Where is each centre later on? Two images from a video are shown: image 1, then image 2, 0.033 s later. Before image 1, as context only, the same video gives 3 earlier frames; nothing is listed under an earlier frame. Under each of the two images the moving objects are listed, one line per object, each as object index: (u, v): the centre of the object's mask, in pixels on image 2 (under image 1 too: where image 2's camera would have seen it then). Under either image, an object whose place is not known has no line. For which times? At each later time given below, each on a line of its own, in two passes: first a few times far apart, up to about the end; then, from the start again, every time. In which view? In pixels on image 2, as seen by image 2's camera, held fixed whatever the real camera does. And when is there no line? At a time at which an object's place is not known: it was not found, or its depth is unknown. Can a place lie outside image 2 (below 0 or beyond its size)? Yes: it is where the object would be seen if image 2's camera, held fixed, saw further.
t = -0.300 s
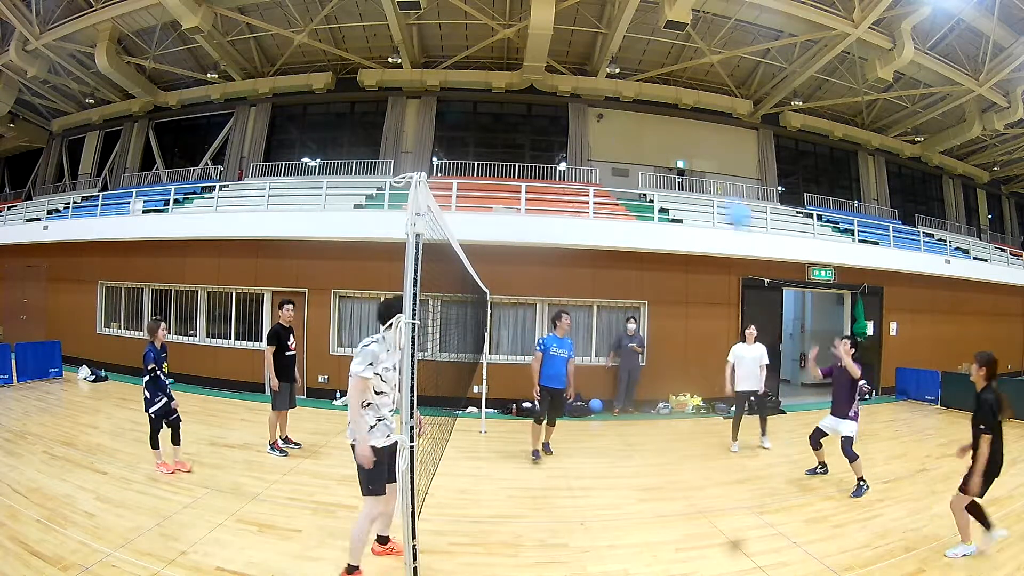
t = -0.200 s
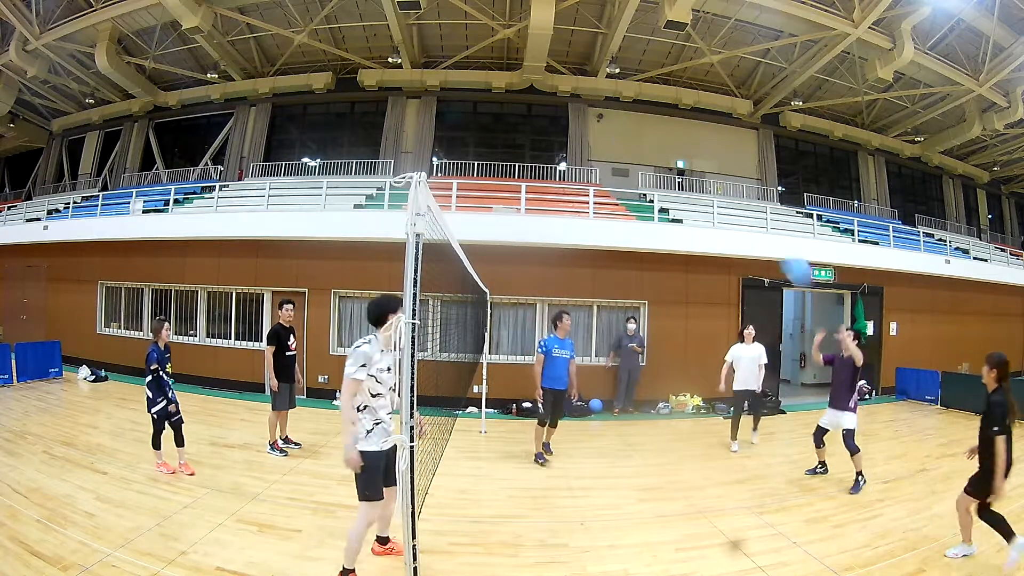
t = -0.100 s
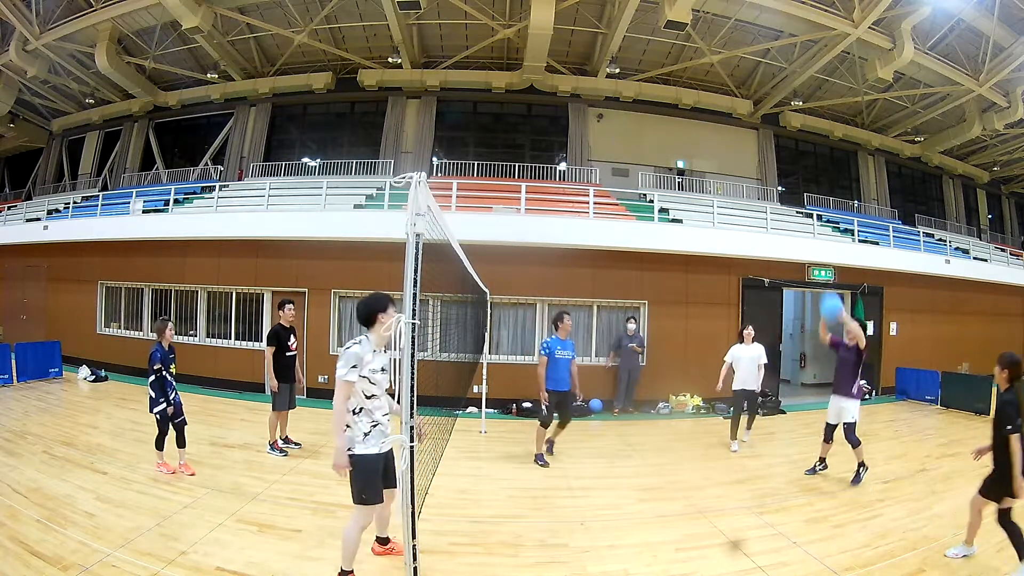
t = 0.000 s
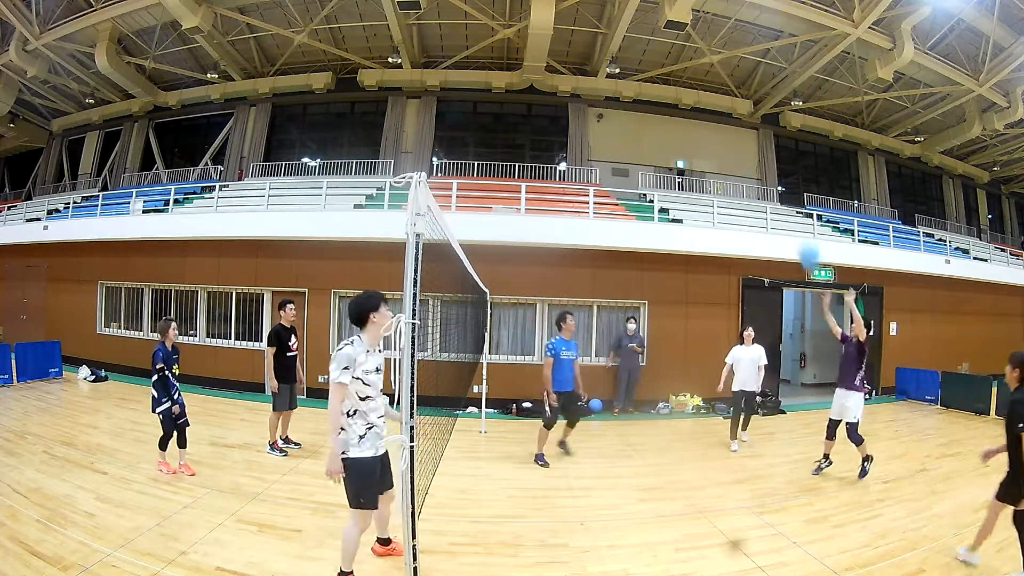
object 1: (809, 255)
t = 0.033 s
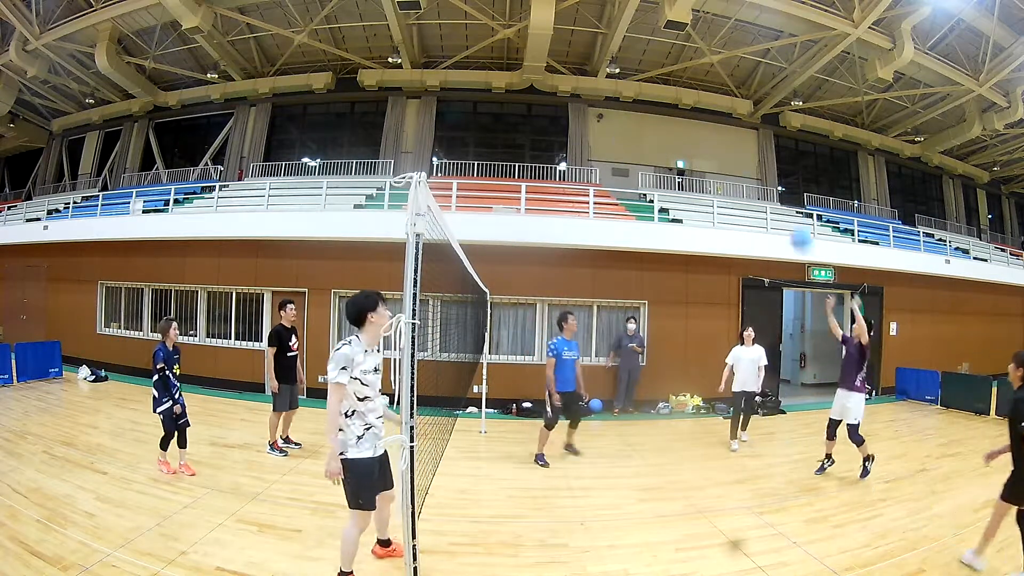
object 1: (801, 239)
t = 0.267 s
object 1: (745, 161)
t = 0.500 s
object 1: (694, 138)
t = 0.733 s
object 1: (649, 157)
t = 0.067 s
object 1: (793, 224)
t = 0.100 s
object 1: (785, 209)
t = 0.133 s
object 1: (777, 198)
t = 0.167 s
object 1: (769, 188)
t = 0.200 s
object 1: (762, 177)
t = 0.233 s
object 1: (753, 168)
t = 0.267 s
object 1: (745, 161)
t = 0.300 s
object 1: (737, 156)
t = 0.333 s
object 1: (729, 150)
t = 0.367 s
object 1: (722, 145)
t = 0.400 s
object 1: (715, 142)
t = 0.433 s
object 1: (708, 140)
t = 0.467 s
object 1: (701, 139)
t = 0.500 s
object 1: (694, 138)
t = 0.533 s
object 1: (688, 138)
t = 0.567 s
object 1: (681, 139)
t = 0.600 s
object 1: (674, 141)
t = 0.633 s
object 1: (668, 143)
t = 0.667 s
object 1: (661, 147)
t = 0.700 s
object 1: (655, 152)
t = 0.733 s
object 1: (649, 157)
